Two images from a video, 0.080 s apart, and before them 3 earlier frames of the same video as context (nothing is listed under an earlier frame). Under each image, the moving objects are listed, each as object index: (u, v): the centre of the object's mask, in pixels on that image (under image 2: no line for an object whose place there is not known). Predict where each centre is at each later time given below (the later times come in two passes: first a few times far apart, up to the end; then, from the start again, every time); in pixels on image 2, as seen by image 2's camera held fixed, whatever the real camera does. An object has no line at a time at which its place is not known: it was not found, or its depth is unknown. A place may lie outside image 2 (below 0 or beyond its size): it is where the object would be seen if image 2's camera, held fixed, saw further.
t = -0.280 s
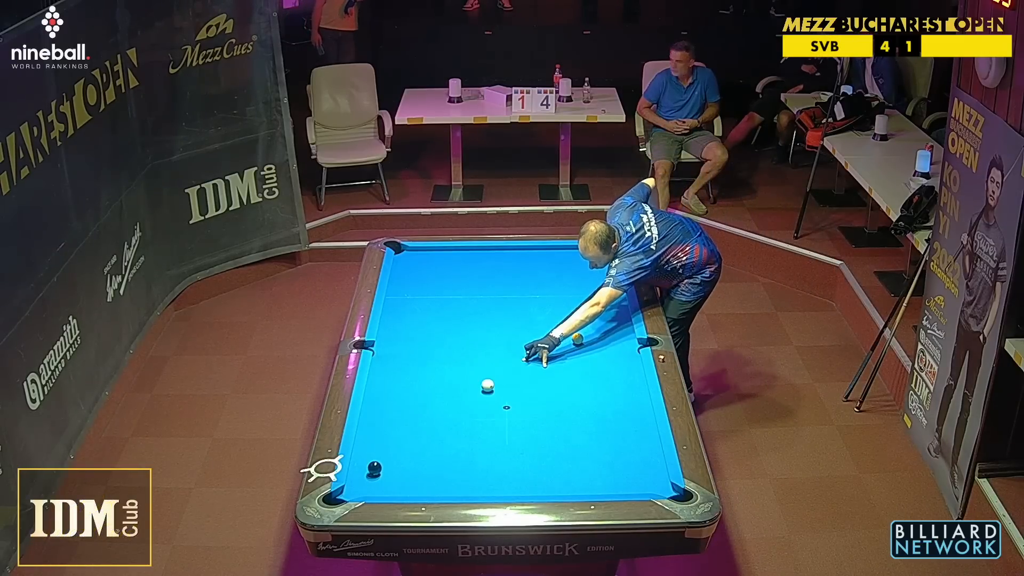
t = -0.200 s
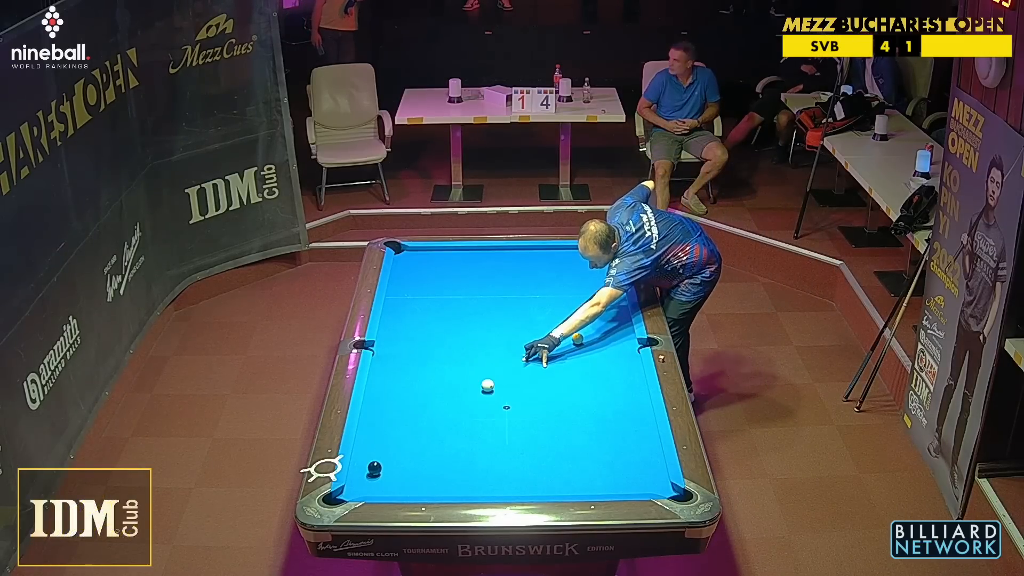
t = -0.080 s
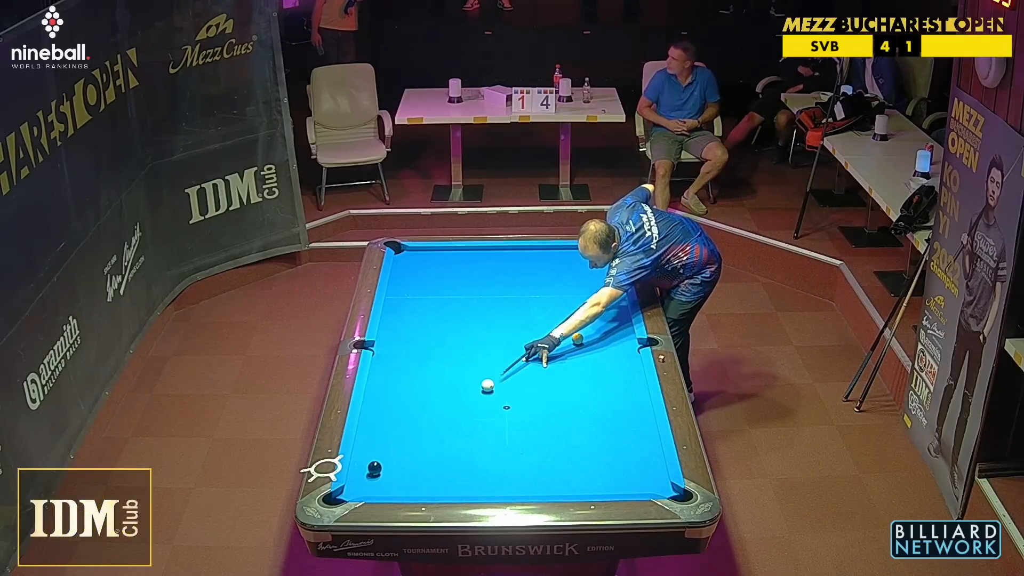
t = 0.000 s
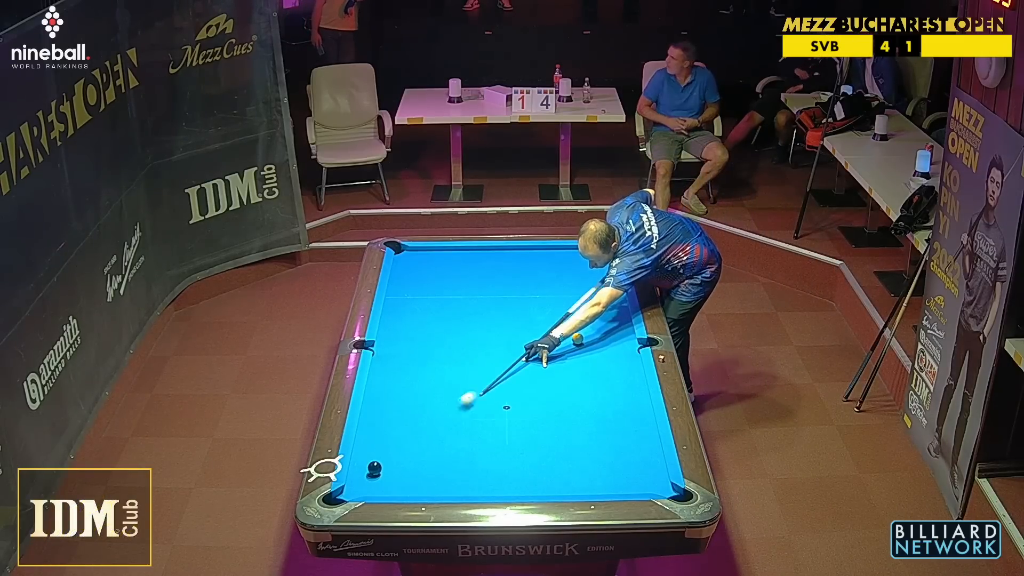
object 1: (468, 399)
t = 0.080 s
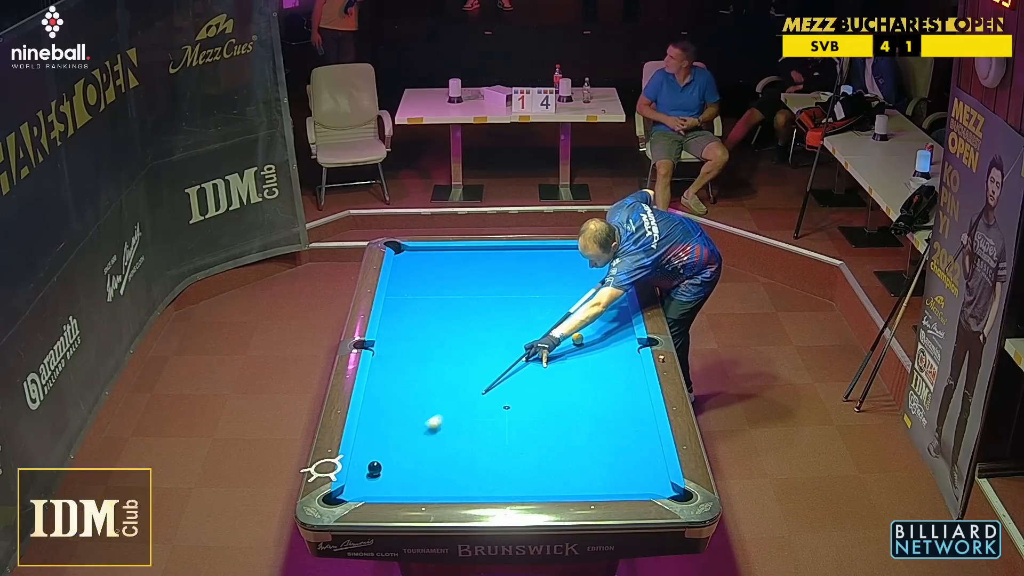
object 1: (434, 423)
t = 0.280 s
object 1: (373, 459)
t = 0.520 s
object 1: (362, 449)
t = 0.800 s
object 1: (366, 436)
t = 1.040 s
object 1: (373, 426)
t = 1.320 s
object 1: (380, 415)
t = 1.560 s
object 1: (386, 406)
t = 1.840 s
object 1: (392, 396)
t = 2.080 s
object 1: (397, 389)
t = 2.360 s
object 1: (402, 381)
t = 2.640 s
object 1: (407, 375)
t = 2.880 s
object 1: (411, 369)
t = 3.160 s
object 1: (414, 364)
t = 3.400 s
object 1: (417, 360)
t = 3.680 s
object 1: (420, 356)
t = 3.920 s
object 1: (423, 353)
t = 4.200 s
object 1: (425, 349)
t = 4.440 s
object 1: (426, 347)
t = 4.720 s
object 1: (427, 345)
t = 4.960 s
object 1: (427, 344)
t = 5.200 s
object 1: (427, 343)
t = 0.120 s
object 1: (417, 435)
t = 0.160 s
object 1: (400, 447)
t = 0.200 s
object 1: (384, 459)
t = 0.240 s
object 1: (377, 461)
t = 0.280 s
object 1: (373, 459)
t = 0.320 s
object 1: (370, 458)
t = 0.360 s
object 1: (368, 456)
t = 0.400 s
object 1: (366, 455)
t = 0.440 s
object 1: (365, 453)
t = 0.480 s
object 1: (364, 451)
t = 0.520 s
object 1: (362, 449)
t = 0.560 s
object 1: (361, 447)
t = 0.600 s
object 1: (360, 446)
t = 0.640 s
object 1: (361, 444)
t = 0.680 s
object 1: (363, 442)
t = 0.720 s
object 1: (364, 440)
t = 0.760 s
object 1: (365, 438)
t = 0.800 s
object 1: (366, 436)
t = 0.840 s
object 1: (367, 434)
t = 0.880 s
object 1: (368, 432)
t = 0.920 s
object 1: (370, 431)
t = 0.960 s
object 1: (371, 429)
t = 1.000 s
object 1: (372, 427)
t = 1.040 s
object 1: (373, 426)
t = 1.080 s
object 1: (374, 424)
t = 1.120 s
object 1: (375, 422)
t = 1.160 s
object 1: (376, 421)
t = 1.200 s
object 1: (377, 419)
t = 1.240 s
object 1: (378, 418)
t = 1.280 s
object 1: (379, 416)
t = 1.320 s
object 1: (380, 415)
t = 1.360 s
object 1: (381, 413)
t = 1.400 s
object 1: (382, 412)
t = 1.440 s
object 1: (383, 410)
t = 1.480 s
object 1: (384, 409)
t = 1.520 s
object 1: (385, 407)
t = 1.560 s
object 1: (386, 406)
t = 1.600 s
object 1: (387, 404)
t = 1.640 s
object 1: (388, 403)
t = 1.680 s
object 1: (389, 402)
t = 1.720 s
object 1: (389, 400)
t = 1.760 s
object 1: (390, 399)
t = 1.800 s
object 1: (391, 398)
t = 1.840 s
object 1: (392, 396)
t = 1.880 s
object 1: (393, 395)
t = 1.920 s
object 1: (394, 394)
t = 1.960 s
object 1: (394, 393)
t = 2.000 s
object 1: (395, 392)
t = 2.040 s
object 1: (396, 390)
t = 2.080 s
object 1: (397, 389)
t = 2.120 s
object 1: (398, 388)
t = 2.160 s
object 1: (398, 387)
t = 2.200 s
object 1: (399, 386)
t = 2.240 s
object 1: (400, 385)
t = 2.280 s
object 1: (401, 384)
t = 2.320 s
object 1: (401, 383)
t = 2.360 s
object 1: (402, 381)
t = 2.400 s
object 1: (403, 380)
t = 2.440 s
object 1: (404, 379)
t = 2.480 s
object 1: (404, 378)
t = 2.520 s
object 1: (405, 378)
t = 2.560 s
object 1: (406, 376)
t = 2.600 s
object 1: (407, 376)
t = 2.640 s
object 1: (407, 375)
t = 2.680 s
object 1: (408, 374)
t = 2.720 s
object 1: (408, 373)
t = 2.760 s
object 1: (409, 372)
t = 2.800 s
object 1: (410, 371)
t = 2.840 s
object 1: (410, 370)
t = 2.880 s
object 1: (411, 369)
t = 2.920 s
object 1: (411, 369)
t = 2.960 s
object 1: (412, 368)
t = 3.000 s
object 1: (412, 367)
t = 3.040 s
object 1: (413, 366)
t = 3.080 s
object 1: (413, 365)
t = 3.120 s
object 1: (414, 365)
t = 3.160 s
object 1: (414, 364)
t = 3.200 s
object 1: (415, 363)
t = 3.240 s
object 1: (415, 363)
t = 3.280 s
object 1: (416, 362)
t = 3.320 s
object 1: (416, 361)
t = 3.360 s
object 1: (417, 360)
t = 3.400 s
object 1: (417, 360)
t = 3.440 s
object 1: (418, 359)
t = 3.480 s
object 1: (418, 359)
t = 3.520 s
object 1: (419, 358)
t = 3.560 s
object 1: (419, 357)
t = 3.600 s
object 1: (420, 357)
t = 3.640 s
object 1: (420, 356)
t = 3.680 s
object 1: (420, 356)
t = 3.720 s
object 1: (421, 355)
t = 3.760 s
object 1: (421, 354)
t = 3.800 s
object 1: (422, 354)
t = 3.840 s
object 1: (422, 354)
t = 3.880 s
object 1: (422, 353)
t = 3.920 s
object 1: (423, 353)
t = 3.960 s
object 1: (423, 352)
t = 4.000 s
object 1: (423, 352)
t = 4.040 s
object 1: (424, 351)
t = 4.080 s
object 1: (424, 351)
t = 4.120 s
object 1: (424, 350)
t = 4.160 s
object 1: (424, 350)
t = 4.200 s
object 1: (425, 349)
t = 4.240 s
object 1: (425, 349)
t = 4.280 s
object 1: (425, 349)
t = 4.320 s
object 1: (425, 348)
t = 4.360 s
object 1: (426, 348)
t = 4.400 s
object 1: (426, 348)
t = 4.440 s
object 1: (426, 347)
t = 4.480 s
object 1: (426, 347)
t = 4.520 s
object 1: (427, 347)
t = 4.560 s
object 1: (427, 346)
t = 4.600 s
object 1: (427, 346)
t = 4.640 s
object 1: (427, 346)
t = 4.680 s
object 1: (427, 345)
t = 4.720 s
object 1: (427, 345)
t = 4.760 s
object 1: (427, 345)
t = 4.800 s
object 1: (427, 345)
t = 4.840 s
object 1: (427, 345)
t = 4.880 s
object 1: (427, 344)
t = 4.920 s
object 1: (427, 344)
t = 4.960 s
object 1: (427, 344)
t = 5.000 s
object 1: (427, 344)
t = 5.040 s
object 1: (427, 344)
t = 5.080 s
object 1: (427, 344)
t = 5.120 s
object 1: (427, 344)
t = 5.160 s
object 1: (427, 343)
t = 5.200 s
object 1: (427, 343)
